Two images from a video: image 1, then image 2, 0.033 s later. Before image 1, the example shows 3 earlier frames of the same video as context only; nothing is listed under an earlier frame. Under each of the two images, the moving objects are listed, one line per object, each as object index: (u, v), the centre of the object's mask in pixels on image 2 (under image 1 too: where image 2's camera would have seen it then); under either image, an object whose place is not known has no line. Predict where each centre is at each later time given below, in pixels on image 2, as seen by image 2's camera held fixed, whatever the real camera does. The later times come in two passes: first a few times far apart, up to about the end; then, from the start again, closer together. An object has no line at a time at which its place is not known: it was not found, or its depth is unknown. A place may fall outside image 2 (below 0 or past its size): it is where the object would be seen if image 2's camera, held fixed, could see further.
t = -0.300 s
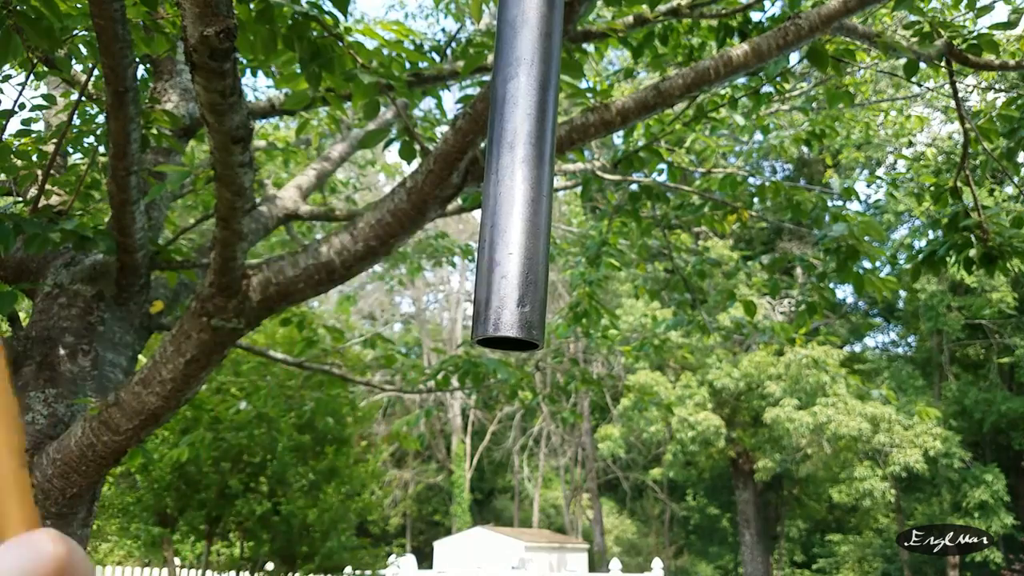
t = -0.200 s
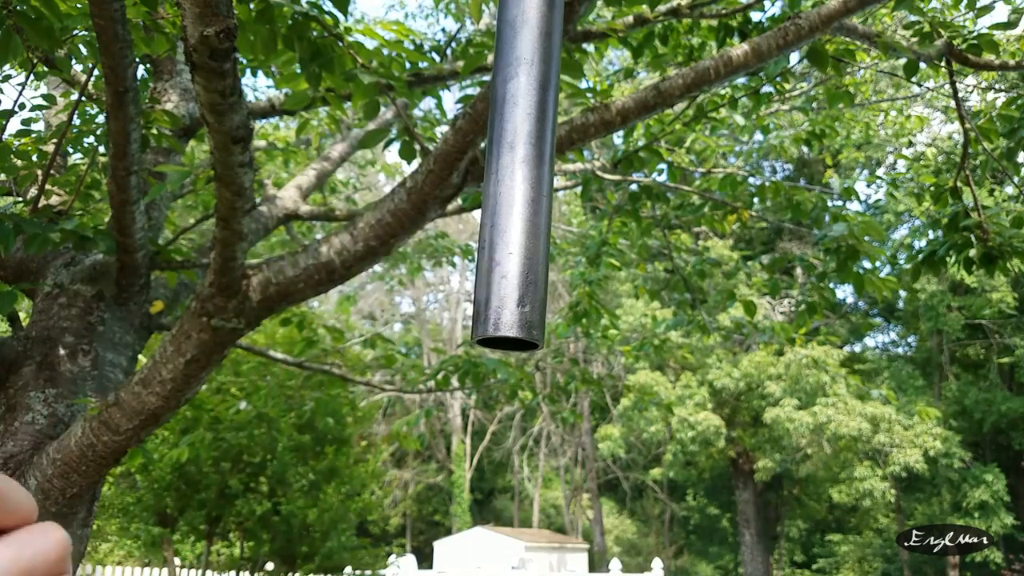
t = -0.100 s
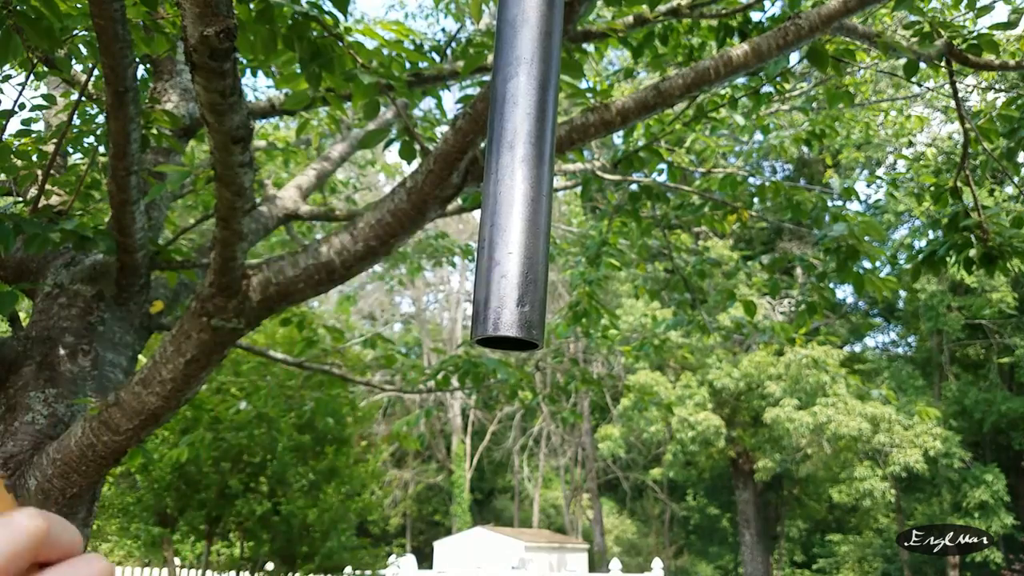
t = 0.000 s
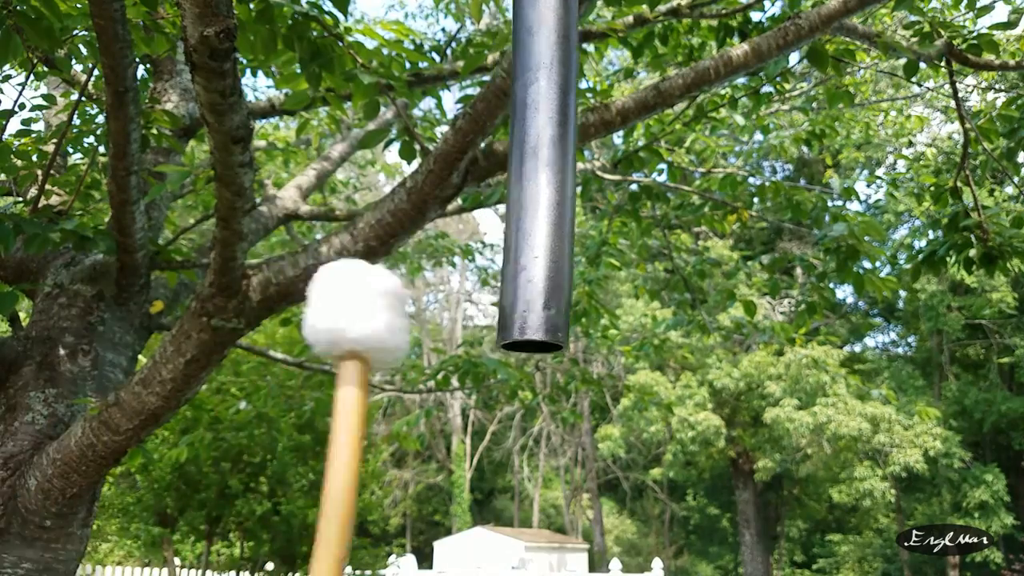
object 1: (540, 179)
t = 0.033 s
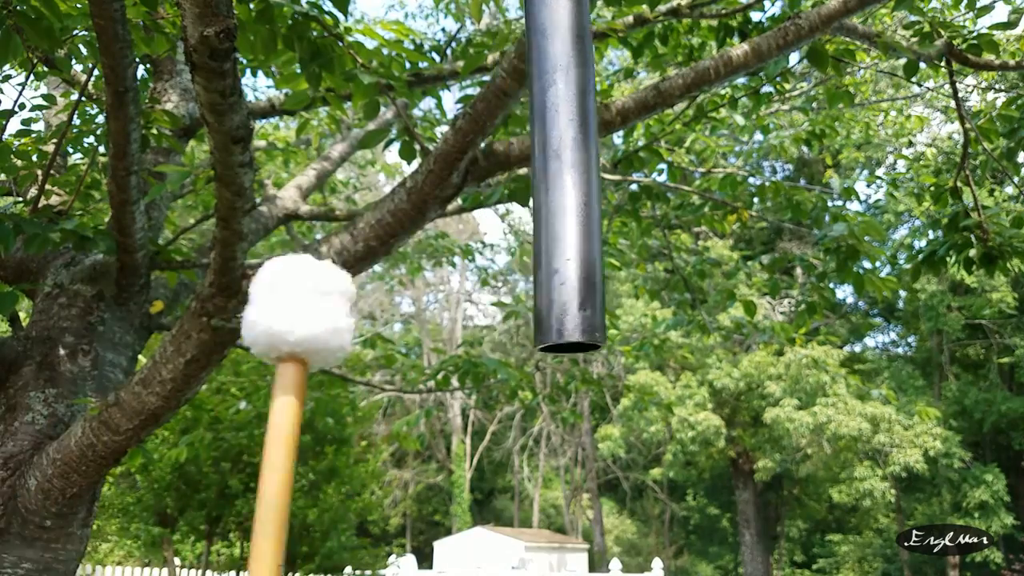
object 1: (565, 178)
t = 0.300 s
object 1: (623, 169)
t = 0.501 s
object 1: (540, 175)
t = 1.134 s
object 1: (560, 154)
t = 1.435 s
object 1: (552, 172)
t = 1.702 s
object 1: (508, 179)
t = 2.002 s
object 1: (537, 173)
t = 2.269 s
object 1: (543, 157)
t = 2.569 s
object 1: (489, 171)
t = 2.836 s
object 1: (527, 177)
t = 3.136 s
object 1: (573, 177)
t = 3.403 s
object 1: (513, 168)
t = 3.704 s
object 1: (472, 162)
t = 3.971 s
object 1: (543, 174)
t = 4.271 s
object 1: (552, 178)
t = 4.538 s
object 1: (521, 175)
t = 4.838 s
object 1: (520, 171)
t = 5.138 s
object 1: (521, 173)
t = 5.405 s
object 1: (527, 183)
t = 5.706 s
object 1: (551, 180)
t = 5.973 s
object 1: (537, 173)
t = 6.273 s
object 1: (492, 166)
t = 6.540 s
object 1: (514, 169)
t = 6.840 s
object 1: (554, 182)
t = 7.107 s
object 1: (538, 177)
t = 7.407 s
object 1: (518, 173)
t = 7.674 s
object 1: (517, 171)
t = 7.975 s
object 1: (529, 181)
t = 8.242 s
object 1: (544, 181)
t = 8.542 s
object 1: (541, 174)
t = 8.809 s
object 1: (510, 169)
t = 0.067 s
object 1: (586, 178)
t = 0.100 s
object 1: (603, 176)
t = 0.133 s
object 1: (617, 174)
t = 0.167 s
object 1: (624, 166)
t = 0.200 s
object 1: (629, 166)
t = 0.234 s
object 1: (631, 168)
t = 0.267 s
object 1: (629, 168)
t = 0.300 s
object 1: (623, 169)
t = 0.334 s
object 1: (615, 170)
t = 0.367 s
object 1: (603, 171)
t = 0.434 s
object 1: (575, 173)
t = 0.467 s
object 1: (558, 174)
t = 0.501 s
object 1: (540, 175)
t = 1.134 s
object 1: (560, 154)
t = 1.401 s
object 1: (560, 171)
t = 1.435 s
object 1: (552, 172)
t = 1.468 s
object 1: (544, 177)
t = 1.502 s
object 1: (537, 176)
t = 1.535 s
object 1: (529, 177)
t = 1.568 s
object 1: (522, 177)
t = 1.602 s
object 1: (517, 178)
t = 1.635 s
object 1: (512, 178)
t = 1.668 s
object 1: (510, 180)
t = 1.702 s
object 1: (508, 179)
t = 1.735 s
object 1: (506, 179)
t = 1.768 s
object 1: (506, 178)
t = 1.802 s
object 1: (507, 178)
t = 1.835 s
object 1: (509, 177)
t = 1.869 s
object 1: (512, 178)
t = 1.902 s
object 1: (517, 176)
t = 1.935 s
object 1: (523, 176)
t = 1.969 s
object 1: (529, 175)
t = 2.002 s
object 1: (537, 173)
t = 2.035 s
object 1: (544, 172)
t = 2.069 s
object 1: (547, 167)
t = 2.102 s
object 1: (552, 165)
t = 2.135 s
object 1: (555, 163)
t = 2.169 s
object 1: (556, 161)
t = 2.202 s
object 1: (554, 160)
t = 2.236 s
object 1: (549, 158)
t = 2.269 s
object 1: (543, 157)
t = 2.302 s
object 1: (534, 156)
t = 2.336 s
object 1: (526, 156)
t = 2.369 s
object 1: (517, 157)
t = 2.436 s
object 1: (505, 166)
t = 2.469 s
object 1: (497, 165)
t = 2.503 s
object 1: (493, 168)
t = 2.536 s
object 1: (490, 170)
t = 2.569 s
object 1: (489, 171)
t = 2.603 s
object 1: (489, 173)
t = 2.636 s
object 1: (491, 175)
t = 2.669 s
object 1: (492, 172)
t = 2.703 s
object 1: (497, 174)
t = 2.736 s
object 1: (503, 175)
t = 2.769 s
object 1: (510, 176)
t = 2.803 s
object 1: (518, 176)
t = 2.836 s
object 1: (527, 177)
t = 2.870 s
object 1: (535, 178)
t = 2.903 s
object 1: (543, 179)
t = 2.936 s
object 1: (552, 179)
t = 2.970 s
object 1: (558, 179)
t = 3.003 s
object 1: (564, 177)
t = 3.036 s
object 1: (569, 177)
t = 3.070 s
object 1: (572, 177)
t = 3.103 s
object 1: (573, 177)
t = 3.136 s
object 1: (573, 177)
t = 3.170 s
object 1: (571, 176)
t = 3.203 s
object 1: (567, 176)
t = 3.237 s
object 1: (562, 176)
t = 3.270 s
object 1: (555, 174)
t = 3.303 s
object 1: (546, 174)
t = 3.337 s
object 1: (536, 173)
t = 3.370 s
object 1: (525, 170)
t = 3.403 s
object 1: (513, 168)
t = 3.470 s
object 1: (493, 167)
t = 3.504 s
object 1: (485, 166)
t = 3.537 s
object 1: (477, 164)
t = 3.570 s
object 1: (472, 162)
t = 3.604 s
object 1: (468, 161)
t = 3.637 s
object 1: (467, 161)
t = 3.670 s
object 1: (468, 161)
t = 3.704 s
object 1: (472, 162)
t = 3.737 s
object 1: (478, 163)
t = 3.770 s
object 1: (486, 164)
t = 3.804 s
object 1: (495, 165)
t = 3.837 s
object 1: (506, 167)
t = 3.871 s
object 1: (515, 168)
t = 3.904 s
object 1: (525, 169)
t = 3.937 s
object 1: (534, 171)
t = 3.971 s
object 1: (543, 174)
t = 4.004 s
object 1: (548, 175)
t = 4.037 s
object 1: (553, 175)
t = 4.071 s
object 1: (557, 177)
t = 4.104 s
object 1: (559, 176)
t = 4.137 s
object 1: (559, 177)
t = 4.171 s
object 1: (559, 178)
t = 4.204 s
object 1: (558, 178)
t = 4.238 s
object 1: (554, 177)
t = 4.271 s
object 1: (552, 178)
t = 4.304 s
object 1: (548, 178)
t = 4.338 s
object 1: (544, 179)
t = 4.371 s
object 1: (540, 177)
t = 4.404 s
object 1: (536, 177)
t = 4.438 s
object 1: (532, 176)
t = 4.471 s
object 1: (528, 176)
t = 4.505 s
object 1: (525, 176)
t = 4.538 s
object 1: (521, 175)
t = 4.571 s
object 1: (521, 177)
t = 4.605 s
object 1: (520, 179)
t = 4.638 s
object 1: (520, 180)
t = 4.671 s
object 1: (518, 178)
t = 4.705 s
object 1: (518, 177)
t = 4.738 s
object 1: (518, 175)
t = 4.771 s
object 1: (518, 174)
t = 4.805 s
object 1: (519, 172)
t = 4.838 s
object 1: (520, 171)
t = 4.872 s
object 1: (521, 170)
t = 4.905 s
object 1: (523, 169)
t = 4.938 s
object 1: (523, 169)
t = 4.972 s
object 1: (524, 169)
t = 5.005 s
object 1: (525, 170)
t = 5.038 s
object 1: (524, 170)
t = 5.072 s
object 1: (523, 171)
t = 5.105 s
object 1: (522, 172)
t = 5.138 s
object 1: (521, 173)
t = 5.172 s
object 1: (520, 174)
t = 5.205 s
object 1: (520, 176)
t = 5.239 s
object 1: (520, 177)
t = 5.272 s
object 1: (520, 179)
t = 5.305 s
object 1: (522, 180)
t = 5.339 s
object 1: (523, 182)
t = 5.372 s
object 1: (525, 183)
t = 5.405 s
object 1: (527, 183)
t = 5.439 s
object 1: (530, 183)
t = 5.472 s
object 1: (533, 183)
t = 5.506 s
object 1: (536, 184)
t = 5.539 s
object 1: (540, 185)
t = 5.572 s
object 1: (543, 185)
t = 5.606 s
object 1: (545, 183)
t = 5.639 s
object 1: (547, 180)
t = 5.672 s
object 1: (549, 180)
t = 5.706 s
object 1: (551, 180)
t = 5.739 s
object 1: (552, 180)
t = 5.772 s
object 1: (553, 180)
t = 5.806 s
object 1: (553, 179)
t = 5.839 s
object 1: (551, 179)
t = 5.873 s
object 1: (550, 177)
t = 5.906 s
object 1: (546, 177)
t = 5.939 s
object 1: (542, 175)
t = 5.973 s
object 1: (537, 173)
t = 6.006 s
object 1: (532, 172)
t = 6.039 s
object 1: (526, 170)
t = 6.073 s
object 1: (520, 170)
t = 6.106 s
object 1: (512, 166)
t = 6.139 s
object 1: (509, 172)
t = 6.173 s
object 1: (505, 171)
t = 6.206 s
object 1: (499, 168)
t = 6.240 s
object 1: (495, 166)
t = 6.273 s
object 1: (492, 166)
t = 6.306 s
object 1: (491, 165)
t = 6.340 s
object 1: (491, 166)
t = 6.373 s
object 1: (492, 165)
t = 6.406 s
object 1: (495, 166)
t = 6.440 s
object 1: (498, 166)
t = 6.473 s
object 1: (502, 166)
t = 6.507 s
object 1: (508, 167)
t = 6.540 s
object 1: (514, 169)
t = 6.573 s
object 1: (520, 170)
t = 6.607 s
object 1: (526, 172)
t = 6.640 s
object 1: (534, 176)
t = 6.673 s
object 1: (540, 179)
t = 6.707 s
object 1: (544, 180)
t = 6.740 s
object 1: (548, 181)
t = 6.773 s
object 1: (550, 181)
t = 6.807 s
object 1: (553, 181)
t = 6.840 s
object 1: (554, 182)
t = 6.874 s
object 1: (553, 180)
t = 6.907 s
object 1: (550, 177)
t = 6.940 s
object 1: (550, 177)
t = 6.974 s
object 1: (548, 178)
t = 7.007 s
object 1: (546, 178)
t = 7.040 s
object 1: (544, 178)
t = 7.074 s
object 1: (541, 177)
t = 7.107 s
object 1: (538, 177)
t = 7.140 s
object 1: (535, 176)
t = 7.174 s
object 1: (532, 176)
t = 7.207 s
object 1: (529, 175)
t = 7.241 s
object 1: (526, 175)
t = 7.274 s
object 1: (523, 174)
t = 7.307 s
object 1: (523, 175)
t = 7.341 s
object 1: (521, 175)
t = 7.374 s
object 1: (520, 174)
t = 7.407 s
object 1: (518, 173)
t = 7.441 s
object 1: (518, 174)
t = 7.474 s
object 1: (517, 173)
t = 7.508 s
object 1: (517, 172)
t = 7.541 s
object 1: (517, 172)
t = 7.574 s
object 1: (517, 172)
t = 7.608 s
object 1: (517, 171)
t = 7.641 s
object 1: (517, 171)
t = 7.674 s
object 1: (517, 171)
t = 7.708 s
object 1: (518, 172)
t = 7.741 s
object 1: (518, 173)
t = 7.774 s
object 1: (519, 174)
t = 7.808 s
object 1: (520, 175)
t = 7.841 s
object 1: (521, 176)
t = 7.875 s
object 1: (523, 177)
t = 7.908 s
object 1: (525, 179)
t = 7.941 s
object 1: (526, 180)
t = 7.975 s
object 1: (529, 181)
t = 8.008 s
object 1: (531, 182)
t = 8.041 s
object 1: (532, 181)
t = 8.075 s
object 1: (534, 181)
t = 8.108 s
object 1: (537, 182)
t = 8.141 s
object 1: (539, 182)
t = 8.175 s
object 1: (542, 182)
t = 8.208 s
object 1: (544, 183)
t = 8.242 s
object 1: (544, 181)
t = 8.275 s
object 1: (545, 178)
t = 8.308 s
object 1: (546, 178)
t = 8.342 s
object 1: (546, 177)
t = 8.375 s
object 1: (547, 177)
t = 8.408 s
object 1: (547, 177)
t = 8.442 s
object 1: (546, 177)
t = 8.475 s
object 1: (545, 177)
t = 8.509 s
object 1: (543, 176)
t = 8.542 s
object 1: (541, 174)
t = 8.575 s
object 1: (537, 174)
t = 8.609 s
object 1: (534, 173)
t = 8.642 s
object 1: (530, 172)
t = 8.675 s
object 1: (525, 170)
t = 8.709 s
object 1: (521, 169)
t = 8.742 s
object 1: (516, 168)
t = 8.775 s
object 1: (512, 169)
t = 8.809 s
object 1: (510, 169)
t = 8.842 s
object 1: (507, 169)
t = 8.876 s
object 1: (506, 170)
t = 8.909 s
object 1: (504, 169)
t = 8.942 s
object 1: (504, 169)
